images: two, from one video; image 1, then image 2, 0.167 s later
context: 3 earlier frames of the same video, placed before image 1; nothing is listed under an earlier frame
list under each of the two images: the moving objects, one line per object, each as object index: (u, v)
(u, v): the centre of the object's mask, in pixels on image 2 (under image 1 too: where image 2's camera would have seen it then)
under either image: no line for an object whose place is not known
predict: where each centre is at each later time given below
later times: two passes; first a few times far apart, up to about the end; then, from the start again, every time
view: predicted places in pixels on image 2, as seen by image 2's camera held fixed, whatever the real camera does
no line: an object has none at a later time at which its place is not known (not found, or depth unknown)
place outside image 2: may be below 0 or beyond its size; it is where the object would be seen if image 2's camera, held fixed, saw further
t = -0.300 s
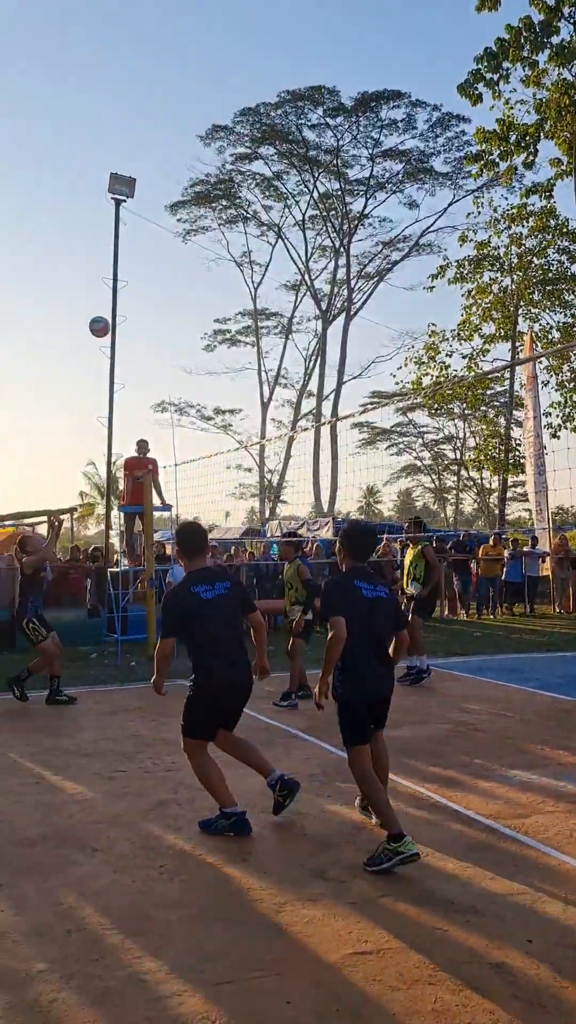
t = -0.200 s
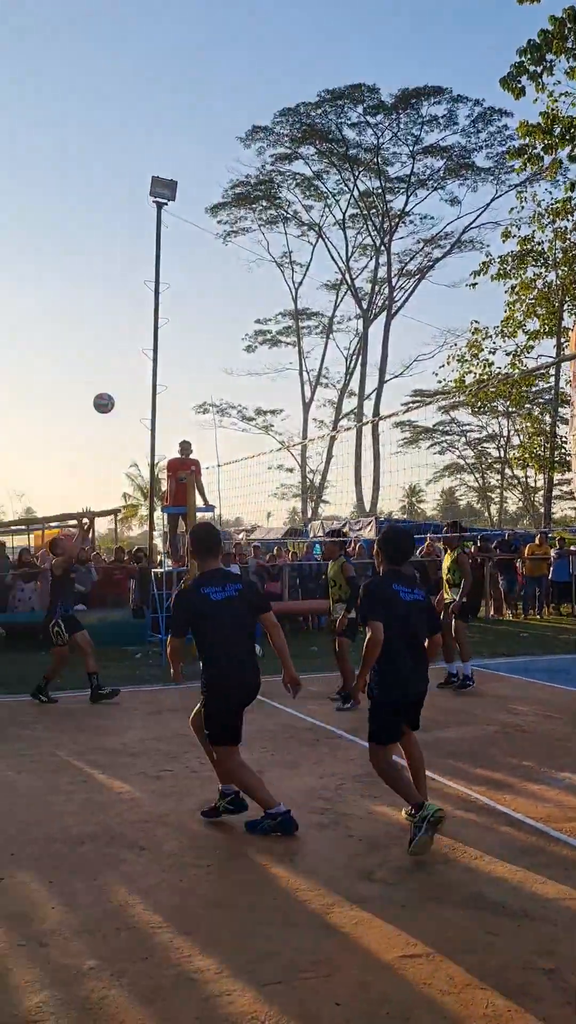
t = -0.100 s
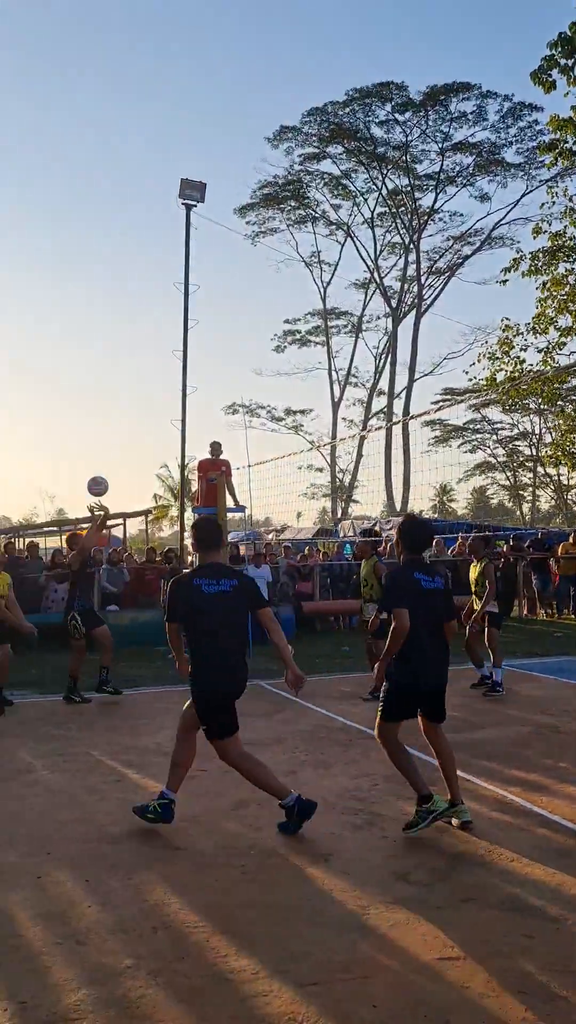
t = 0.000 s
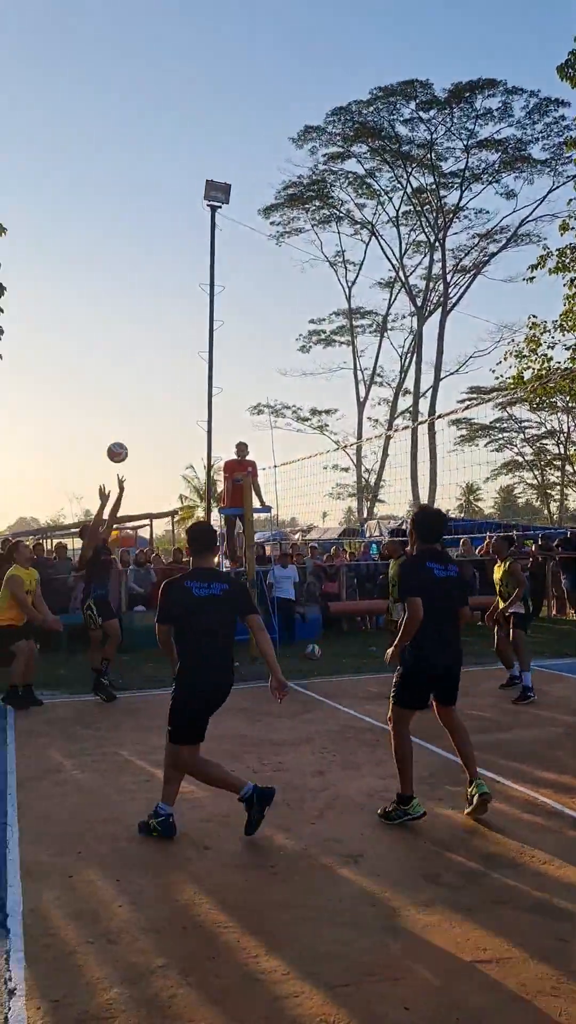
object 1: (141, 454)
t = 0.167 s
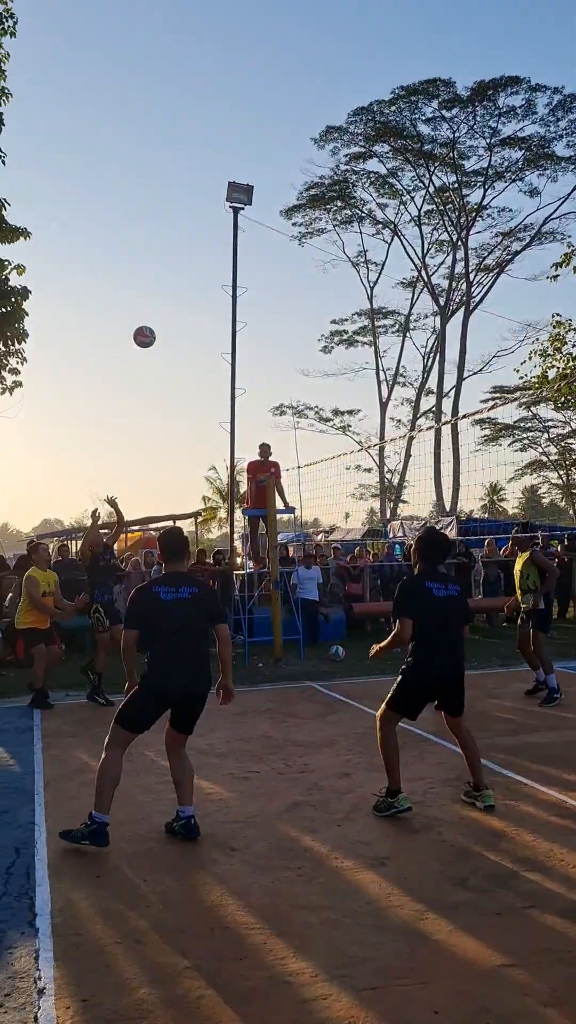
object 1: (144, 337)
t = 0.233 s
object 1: (146, 296)
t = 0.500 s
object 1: (154, 170)
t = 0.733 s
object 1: (164, 117)
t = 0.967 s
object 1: (180, 130)
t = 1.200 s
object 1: (200, 222)
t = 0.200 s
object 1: (145, 316)
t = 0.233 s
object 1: (146, 296)
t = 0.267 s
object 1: (147, 277)
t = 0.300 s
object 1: (147, 258)
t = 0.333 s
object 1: (148, 241)
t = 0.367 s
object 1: (149, 225)
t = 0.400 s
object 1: (150, 210)
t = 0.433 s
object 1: (151, 196)
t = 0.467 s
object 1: (152, 182)
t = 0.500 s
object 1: (154, 170)
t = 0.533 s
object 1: (155, 159)
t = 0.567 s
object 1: (156, 149)
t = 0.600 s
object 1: (158, 140)
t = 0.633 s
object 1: (159, 132)
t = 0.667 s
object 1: (161, 126)
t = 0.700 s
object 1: (163, 121)
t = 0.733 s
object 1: (164, 117)
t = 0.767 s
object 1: (166, 114)
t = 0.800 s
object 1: (168, 113)
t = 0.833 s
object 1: (170, 113)
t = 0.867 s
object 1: (173, 115)
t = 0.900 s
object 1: (175, 118)
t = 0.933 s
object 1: (177, 123)
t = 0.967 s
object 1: (180, 130)
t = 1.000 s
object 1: (182, 138)
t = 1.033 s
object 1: (185, 147)
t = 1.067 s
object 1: (188, 159)
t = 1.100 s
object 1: (191, 172)
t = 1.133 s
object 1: (193, 187)
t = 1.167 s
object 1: (197, 203)
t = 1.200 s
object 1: (200, 222)
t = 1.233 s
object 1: (203, 243)
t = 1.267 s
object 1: (206, 265)
